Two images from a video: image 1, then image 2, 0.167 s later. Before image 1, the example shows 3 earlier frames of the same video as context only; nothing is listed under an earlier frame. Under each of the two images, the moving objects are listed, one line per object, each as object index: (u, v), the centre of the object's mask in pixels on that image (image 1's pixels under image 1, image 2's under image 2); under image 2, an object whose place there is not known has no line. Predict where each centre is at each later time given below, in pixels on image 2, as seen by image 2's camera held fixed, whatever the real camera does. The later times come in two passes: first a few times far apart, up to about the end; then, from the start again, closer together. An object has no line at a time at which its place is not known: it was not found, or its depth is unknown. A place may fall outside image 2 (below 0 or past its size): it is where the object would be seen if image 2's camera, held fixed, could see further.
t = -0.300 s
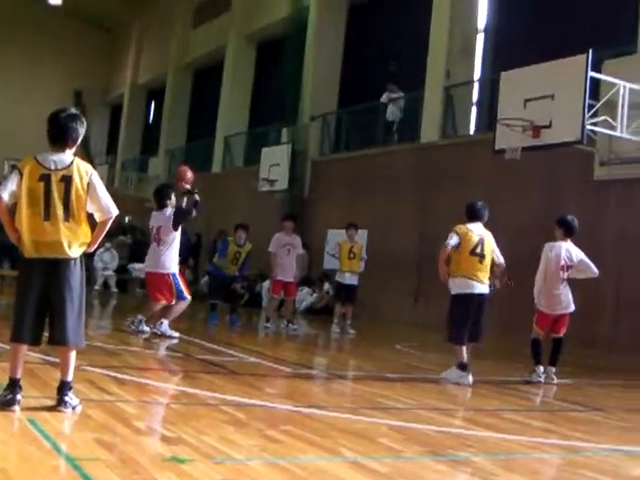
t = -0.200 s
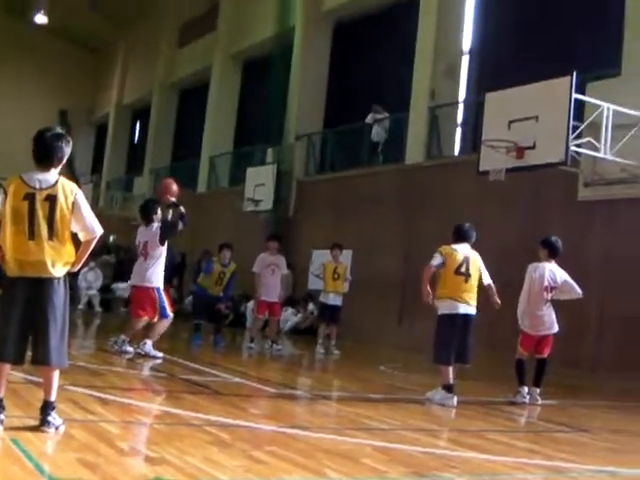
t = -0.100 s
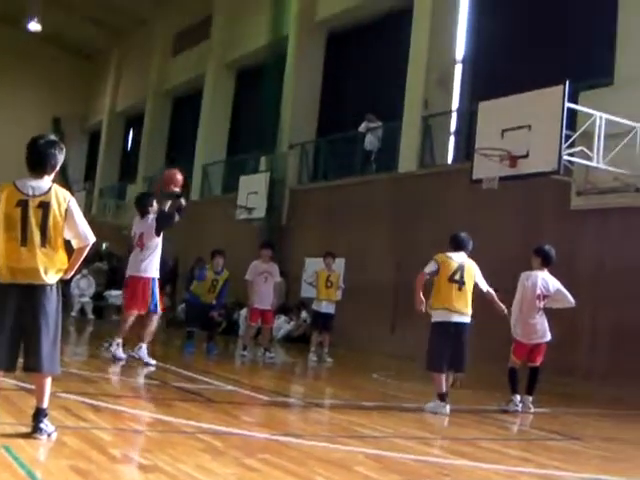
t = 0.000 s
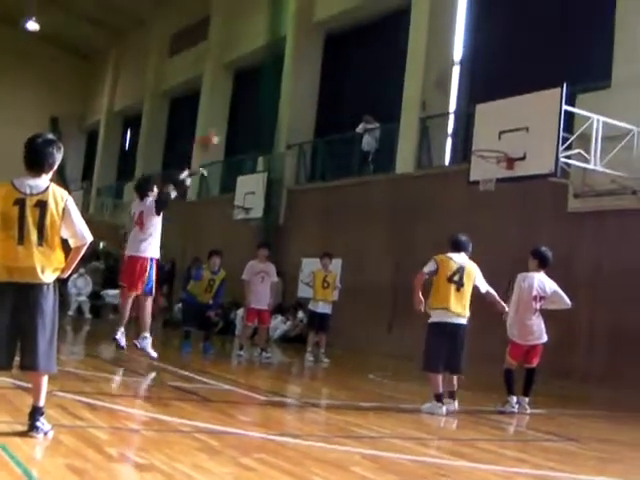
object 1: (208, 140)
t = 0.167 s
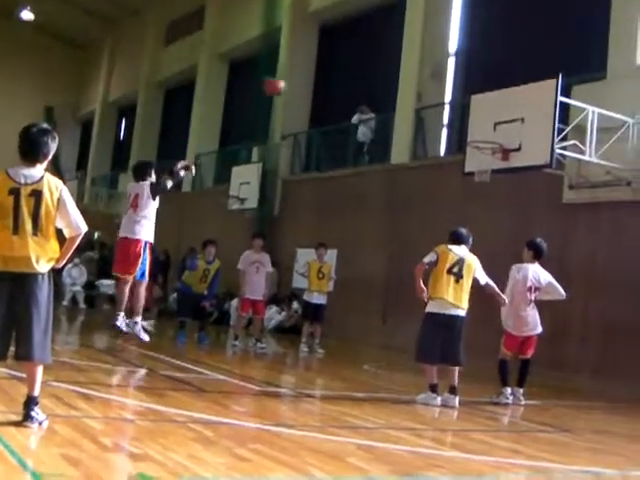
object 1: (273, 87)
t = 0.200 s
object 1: (287, 79)
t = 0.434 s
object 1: (372, 64)
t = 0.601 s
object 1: (423, 79)
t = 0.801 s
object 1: (476, 119)
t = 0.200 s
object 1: (287, 79)
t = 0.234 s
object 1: (301, 75)
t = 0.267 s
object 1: (315, 72)
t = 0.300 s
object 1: (325, 68)
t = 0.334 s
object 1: (337, 66)
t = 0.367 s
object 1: (349, 64)
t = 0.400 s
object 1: (361, 63)
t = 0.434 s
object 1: (372, 64)
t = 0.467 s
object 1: (381, 65)
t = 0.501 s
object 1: (392, 66)
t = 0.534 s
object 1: (402, 68)
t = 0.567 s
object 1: (413, 73)
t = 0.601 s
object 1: (423, 79)
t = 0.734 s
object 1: (463, 101)
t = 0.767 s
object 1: (466, 110)
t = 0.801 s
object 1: (476, 119)
